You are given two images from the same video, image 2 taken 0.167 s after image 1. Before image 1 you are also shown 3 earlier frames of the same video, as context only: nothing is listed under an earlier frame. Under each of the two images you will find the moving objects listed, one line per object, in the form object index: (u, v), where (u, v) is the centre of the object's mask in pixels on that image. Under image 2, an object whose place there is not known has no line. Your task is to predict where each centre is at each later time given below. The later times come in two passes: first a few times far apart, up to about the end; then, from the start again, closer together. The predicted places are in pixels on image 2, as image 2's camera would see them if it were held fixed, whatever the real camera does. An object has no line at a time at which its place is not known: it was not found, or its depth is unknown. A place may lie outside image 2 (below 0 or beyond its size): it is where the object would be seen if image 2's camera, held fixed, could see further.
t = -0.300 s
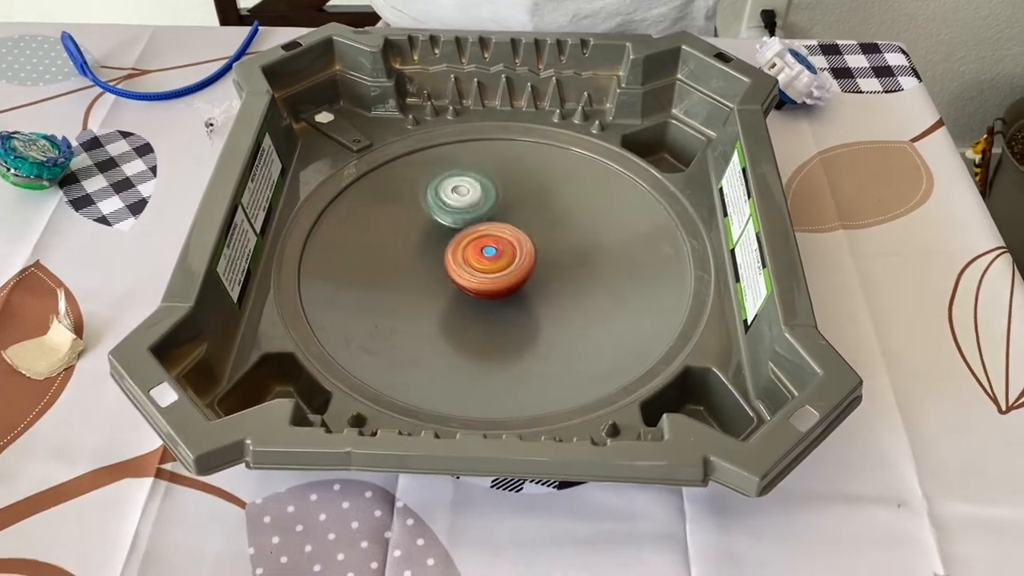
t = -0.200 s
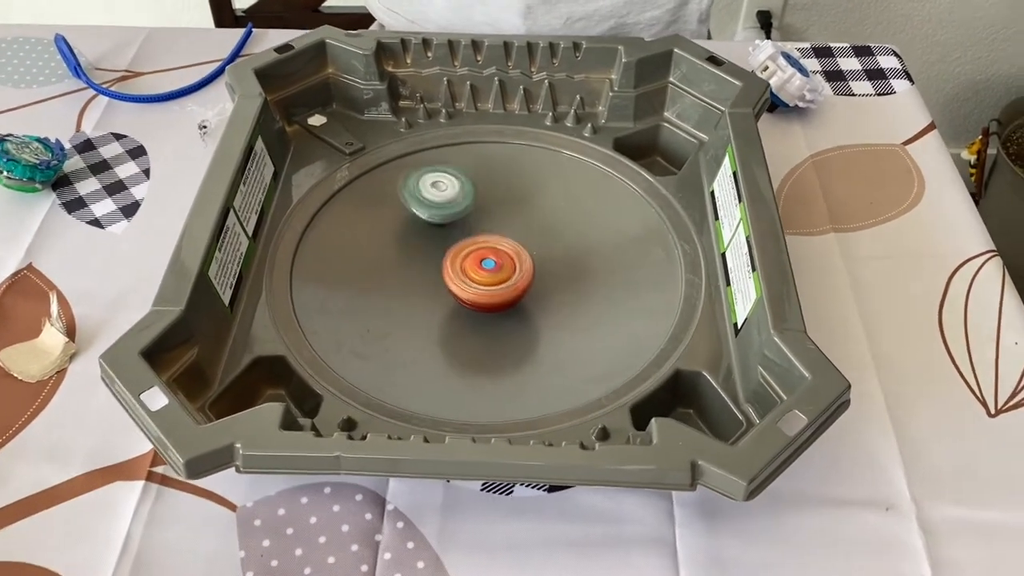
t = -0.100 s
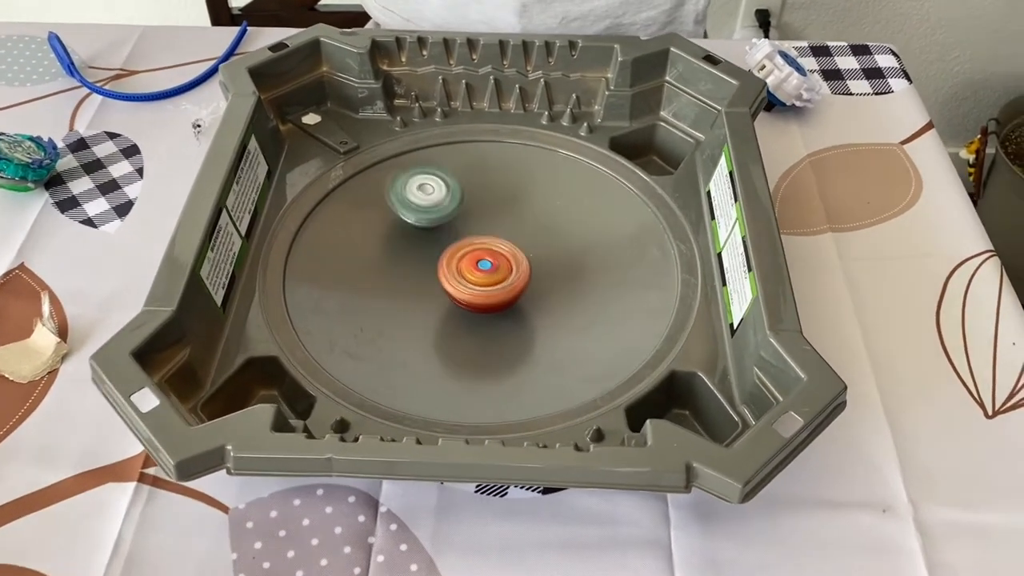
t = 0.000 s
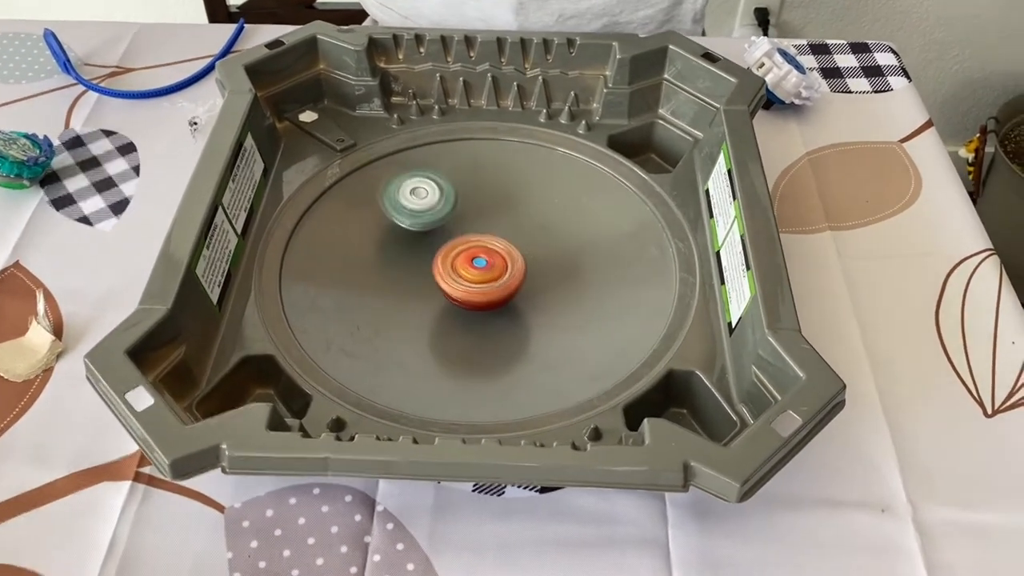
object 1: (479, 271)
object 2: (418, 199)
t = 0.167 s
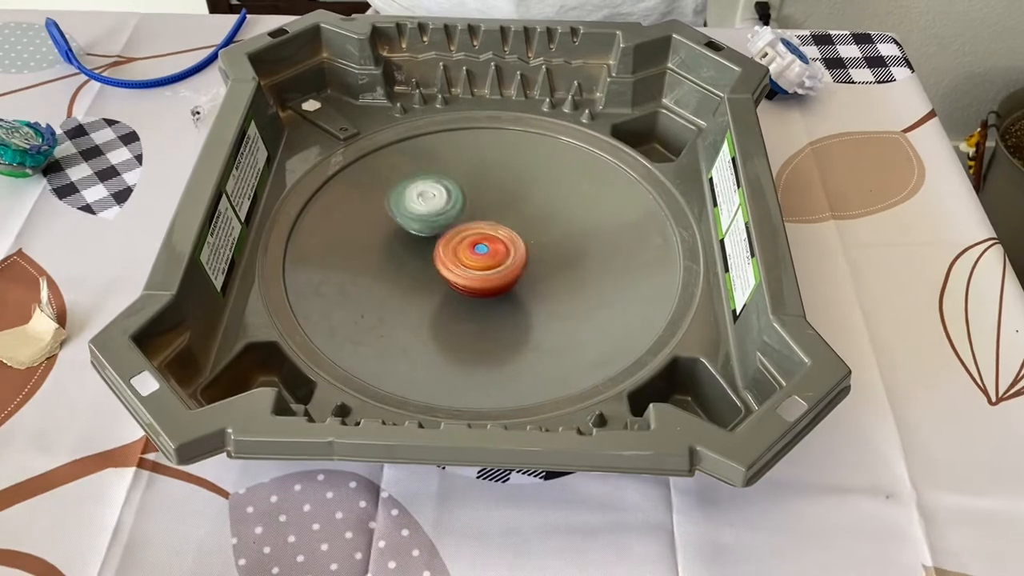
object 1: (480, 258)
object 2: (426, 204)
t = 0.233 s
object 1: (495, 265)
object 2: (417, 196)
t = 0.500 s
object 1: (499, 262)
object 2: (419, 211)
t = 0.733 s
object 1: (507, 259)
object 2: (424, 224)
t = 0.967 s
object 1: (518, 254)
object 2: (410, 226)
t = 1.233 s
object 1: (518, 248)
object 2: (407, 229)
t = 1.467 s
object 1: (510, 243)
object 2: (411, 234)
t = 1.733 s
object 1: (513, 244)
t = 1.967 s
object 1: (514, 251)
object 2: (399, 241)
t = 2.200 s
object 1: (506, 253)
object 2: (414, 245)
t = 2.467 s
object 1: (522, 251)
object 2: (426, 247)
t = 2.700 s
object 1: (524, 244)
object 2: (430, 254)
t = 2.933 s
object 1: (516, 227)
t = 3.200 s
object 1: (494, 208)
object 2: (426, 264)
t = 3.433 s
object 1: (476, 202)
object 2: (438, 277)
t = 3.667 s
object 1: (468, 215)
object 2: (457, 288)
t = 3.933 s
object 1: (460, 224)
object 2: (484, 309)
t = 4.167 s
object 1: (475, 232)
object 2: (500, 308)
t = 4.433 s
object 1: (494, 224)
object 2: (514, 304)
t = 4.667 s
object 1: (497, 221)
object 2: (526, 285)
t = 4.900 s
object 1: (475, 210)
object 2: (554, 291)
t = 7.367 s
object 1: (464, 248)
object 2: (501, 189)
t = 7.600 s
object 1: (460, 272)
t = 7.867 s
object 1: (466, 273)
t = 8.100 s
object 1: (489, 262)
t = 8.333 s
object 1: (501, 264)
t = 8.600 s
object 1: (483, 246)
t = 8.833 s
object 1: (485, 243)
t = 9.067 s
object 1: (484, 244)
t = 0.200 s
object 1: (489, 263)
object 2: (420, 198)
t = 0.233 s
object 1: (495, 265)
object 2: (417, 196)
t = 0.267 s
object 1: (498, 265)
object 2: (416, 196)
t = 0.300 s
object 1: (500, 265)
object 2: (415, 197)
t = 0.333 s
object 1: (500, 265)
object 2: (415, 199)
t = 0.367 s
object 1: (501, 264)
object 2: (415, 201)
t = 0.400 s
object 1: (500, 264)
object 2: (415, 203)
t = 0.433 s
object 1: (500, 263)
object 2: (416, 205)
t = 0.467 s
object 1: (499, 263)
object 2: (417, 207)
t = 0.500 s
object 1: (499, 262)
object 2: (419, 211)
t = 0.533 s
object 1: (498, 262)
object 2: (421, 214)
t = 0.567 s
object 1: (498, 261)
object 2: (423, 218)
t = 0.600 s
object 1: (498, 260)
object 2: (425, 220)
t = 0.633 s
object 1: (502, 261)
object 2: (423, 219)
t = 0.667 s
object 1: (504, 261)
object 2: (423, 220)
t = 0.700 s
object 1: (506, 260)
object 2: (423, 222)
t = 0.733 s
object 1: (507, 259)
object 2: (424, 224)
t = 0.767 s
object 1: (507, 258)
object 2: (424, 226)
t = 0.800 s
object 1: (508, 257)
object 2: (424, 227)
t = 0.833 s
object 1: (514, 258)
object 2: (416, 224)
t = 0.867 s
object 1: (518, 257)
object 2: (414, 223)
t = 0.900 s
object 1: (519, 256)
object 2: (411, 224)
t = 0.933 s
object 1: (518, 255)
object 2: (410, 225)
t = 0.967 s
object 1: (518, 254)
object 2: (410, 226)
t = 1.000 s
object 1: (517, 254)
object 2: (410, 227)
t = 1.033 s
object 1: (516, 253)
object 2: (411, 228)
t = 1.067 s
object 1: (514, 252)
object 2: (412, 229)
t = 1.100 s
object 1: (513, 251)
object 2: (413, 230)
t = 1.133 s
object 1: (511, 250)
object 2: (415, 230)
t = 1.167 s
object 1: (509, 249)
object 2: (417, 231)
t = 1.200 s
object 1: (512, 249)
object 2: (413, 231)
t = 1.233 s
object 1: (518, 248)
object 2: (407, 229)
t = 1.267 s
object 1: (520, 247)
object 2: (406, 229)
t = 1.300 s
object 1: (520, 246)
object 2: (407, 230)
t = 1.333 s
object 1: (519, 245)
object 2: (407, 231)
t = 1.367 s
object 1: (517, 244)
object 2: (407, 231)
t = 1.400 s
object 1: (515, 243)
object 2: (408, 232)
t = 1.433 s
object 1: (513, 243)
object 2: (408, 233)
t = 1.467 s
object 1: (510, 243)
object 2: (411, 234)
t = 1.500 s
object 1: (508, 243)
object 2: (414, 236)
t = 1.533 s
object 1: (511, 243)
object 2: (411, 237)
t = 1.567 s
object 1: (516, 243)
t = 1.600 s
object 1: (518, 243)
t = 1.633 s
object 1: (519, 244)
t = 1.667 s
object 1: (518, 244)
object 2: (404, 239)
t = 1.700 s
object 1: (516, 244)
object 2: (404, 240)
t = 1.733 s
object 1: (513, 244)
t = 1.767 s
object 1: (509, 245)
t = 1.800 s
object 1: (507, 246)
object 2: (406, 243)
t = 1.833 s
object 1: (505, 247)
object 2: (408, 244)
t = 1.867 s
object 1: (504, 248)
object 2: (409, 244)
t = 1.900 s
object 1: (510, 250)
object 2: (400, 242)
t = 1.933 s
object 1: (513, 251)
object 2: (397, 241)
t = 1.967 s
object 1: (514, 251)
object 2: (399, 241)
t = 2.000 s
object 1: (514, 252)
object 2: (399, 242)
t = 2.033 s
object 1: (513, 252)
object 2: (400, 243)
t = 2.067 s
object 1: (512, 252)
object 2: (401, 243)
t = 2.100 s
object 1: (510, 252)
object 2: (401, 243)
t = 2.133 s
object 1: (509, 253)
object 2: (404, 243)
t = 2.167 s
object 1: (507, 253)
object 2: (410, 244)
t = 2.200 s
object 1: (506, 253)
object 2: (414, 245)
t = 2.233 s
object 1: (509, 254)
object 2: (414, 245)
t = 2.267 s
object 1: (514, 254)
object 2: (415, 244)
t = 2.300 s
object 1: (515, 254)
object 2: (417, 244)
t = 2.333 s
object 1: (516, 253)
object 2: (421, 246)
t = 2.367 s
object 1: (521, 253)
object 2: (421, 246)
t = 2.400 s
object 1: (522, 252)
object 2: (424, 246)
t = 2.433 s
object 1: (523, 252)
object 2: (425, 247)
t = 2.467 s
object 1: (522, 251)
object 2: (426, 247)
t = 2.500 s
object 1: (522, 250)
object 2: (428, 248)
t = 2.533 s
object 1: (524, 249)
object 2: (429, 249)
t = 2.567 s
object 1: (524, 248)
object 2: (432, 250)
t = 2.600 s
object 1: (524, 248)
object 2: (432, 251)
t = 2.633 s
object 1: (524, 247)
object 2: (432, 250)
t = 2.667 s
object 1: (524, 245)
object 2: (433, 251)
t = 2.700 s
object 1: (524, 244)
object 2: (430, 254)
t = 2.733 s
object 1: (524, 242)
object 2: (431, 254)
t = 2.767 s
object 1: (523, 240)
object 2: (430, 255)
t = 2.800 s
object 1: (522, 239)
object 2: (430, 256)
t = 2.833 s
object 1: (519, 237)
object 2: (429, 256)
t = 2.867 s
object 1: (517, 234)
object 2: (429, 256)
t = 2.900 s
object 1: (515, 232)
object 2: (428, 257)
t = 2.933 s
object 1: (516, 227)
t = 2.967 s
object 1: (515, 223)
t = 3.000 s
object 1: (513, 220)
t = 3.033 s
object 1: (511, 217)
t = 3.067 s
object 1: (508, 214)
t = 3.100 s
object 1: (505, 212)
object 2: (420, 264)
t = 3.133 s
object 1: (502, 211)
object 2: (423, 264)
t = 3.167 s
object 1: (498, 209)
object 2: (425, 264)
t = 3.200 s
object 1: (494, 208)
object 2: (426, 264)
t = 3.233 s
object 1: (490, 208)
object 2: (428, 264)
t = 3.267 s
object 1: (487, 207)
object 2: (431, 264)
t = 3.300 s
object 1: (482, 208)
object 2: (434, 264)
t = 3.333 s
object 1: (480, 205)
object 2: (436, 266)
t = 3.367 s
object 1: (479, 203)
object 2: (434, 273)
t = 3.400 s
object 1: (477, 201)
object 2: (433, 275)
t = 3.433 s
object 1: (476, 202)
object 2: (438, 277)
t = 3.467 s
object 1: (476, 202)
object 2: (441, 280)
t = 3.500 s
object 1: (475, 204)
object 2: (442, 281)
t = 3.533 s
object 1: (474, 205)
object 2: (446, 282)
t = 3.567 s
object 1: (474, 208)
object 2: (447, 284)
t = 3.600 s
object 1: (472, 210)
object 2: (452, 285)
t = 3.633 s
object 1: (471, 213)
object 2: (456, 287)
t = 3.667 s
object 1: (468, 215)
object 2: (457, 288)
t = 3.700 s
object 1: (467, 218)
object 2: (462, 288)
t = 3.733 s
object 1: (465, 222)
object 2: (462, 288)
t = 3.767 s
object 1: (462, 223)
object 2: (467, 294)
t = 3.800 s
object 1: (459, 222)
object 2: (472, 301)
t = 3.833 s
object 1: (458, 222)
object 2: (477, 304)
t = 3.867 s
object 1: (458, 222)
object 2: (479, 307)
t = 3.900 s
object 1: (459, 223)
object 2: (480, 309)
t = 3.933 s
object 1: (460, 224)
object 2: (484, 309)
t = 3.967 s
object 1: (461, 224)
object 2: (490, 309)
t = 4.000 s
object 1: (462, 225)
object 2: (491, 310)
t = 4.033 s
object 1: (464, 226)
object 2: (494, 310)
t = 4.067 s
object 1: (465, 227)
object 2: (492, 310)
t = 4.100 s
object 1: (469, 228)
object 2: (497, 310)
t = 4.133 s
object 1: (471, 231)
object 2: (497, 309)
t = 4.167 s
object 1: (475, 232)
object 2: (500, 308)
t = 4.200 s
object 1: (478, 234)
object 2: (498, 305)
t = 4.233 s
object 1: (482, 236)
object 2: (502, 304)
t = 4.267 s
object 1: (485, 237)
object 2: (504, 300)
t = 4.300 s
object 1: (487, 233)
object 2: (506, 305)
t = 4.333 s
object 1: (488, 230)
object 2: (505, 306)
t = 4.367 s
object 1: (490, 228)
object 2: (507, 307)
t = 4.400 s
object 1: (491, 226)
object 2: (511, 304)
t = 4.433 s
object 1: (494, 224)
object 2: (514, 304)
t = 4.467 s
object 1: (497, 223)
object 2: (514, 301)
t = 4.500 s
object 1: (498, 222)
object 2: (518, 300)
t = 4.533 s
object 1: (498, 222)
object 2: (519, 297)
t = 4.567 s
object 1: (498, 221)
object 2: (521, 294)
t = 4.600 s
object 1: (498, 221)
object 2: (522, 291)
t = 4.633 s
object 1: (498, 222)
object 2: (525, 289)
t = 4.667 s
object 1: (497, 221)
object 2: (526, 285)
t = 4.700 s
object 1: (496, 220)
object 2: (529, 283)
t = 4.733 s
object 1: (492, 216)
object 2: (536, 289)
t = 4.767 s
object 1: (487, 215)
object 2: (542, 292)
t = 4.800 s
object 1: (484, 212)
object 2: (543, 292)
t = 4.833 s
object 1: (480, 211)
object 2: (548, 291)
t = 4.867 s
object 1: (477, 211)
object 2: (550, 291)
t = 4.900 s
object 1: (475, 210)
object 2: (554, 291)
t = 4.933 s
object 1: (471, 211)
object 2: (554, 291)
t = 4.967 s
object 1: (469, 211)
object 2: (555, 290)
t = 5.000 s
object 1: (466, 212)
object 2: (556, 289)
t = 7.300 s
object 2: (506, 186)
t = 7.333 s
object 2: (504, 189)
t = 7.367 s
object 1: (464, 248)
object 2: (501, 189)
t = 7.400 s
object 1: (465, 248)
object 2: (500, 189)
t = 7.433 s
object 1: (465, 249)
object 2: (495, 188)
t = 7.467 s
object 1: (463, 257)
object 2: (495, 178)
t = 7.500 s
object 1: (462, 263)
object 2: (496, 173)
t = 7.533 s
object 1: (461, 267)
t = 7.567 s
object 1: (459, 269)
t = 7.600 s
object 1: (460, 272)
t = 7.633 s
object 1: (459, 273)
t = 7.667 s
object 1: (461, 274)
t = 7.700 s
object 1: (462, 275)
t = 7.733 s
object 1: (462, 275)
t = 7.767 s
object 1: (464, 275)
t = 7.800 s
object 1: (464, 274)
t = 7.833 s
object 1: (465, 273)
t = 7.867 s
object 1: (466, 273)
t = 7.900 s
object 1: (469, 271)
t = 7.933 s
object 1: (471, 269)
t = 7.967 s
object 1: (474, 266)
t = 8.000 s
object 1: (477, 264)
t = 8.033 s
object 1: (480, 260)
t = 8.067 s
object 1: (482, 257)
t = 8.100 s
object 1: (489, 262)
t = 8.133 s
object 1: (496, 267)
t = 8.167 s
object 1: (500, 268)
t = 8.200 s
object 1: (502, 268)
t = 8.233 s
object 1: (502, 268)
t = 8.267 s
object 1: (502, 267)
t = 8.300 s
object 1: (501, 265)
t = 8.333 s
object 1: (501, 264)
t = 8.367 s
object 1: (499, 263)
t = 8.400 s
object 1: (499, 260)
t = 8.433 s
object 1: (497, 258)
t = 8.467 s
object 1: (495, 255)
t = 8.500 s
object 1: (492, 253)
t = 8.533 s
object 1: (490, 250)
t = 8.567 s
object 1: (486, 248)
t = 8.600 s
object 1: (483, 246)
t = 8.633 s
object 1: (479, 244)
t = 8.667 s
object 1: (476, 243)
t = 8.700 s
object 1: (480, 244)
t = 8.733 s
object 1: (484, 244)
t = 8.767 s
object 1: (486, 243)
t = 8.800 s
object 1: (485, 243)
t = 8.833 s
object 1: (485, 243)
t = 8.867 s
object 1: (484, 243)
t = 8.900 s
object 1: (485, 244)
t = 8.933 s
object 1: (485, 243)
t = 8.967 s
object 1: (485, 244)
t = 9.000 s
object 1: (484, 243)
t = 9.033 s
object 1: (484, 244)
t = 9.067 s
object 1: (484, 244)
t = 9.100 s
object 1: (484, 244)
